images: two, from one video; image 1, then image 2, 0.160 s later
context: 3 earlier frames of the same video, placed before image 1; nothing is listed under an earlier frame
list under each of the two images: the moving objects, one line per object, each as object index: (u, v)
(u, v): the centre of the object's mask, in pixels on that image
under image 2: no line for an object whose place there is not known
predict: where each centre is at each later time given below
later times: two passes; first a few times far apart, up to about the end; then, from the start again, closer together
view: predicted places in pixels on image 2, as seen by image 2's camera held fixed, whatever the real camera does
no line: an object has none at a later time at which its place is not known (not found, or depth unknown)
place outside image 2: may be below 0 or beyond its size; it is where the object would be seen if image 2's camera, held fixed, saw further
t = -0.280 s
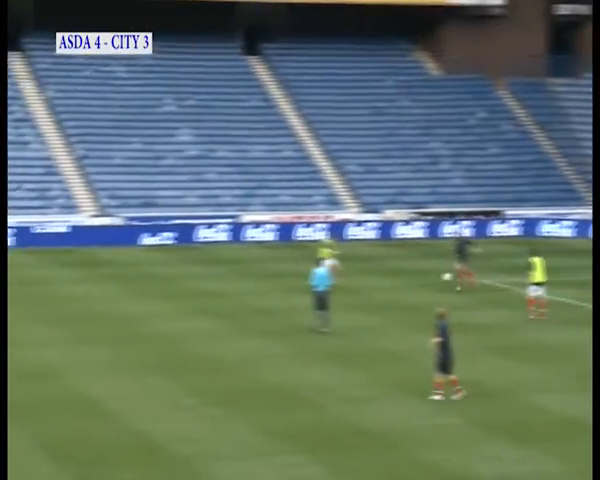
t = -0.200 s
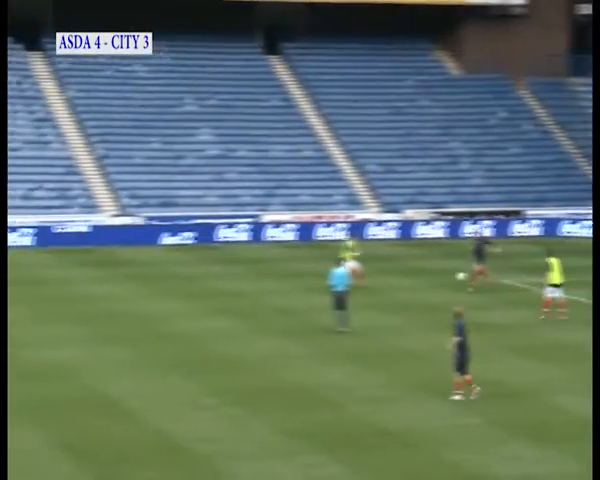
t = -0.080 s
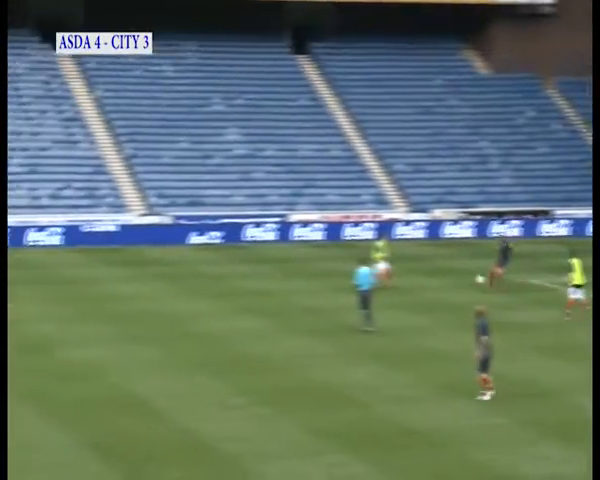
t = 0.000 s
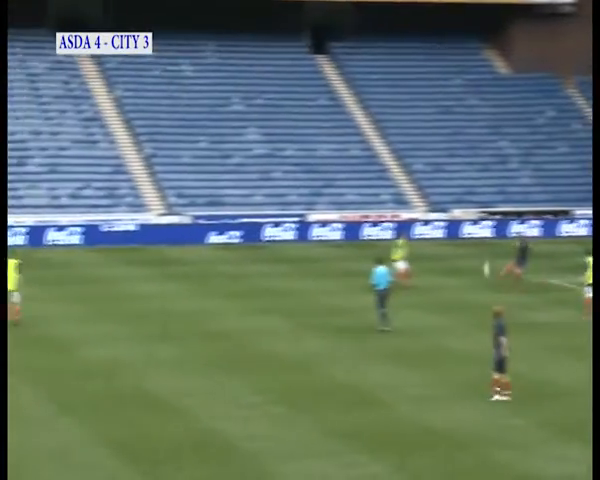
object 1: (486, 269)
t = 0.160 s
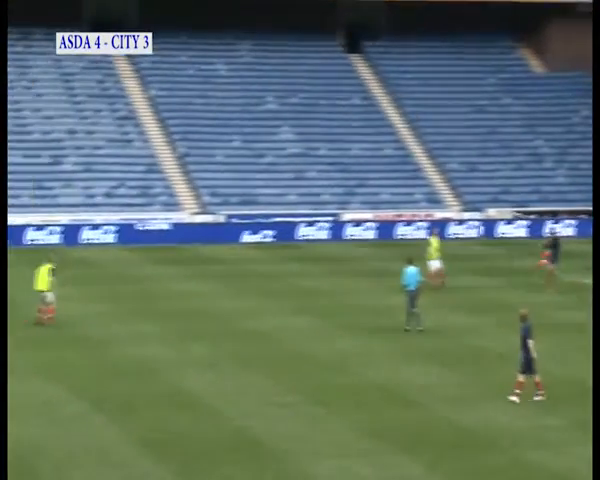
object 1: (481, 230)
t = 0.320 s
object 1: (439, 195)
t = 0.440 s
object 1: (407, 177)
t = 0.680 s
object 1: (341, 155)
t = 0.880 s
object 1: (282, 154)
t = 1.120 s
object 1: (209, 175)
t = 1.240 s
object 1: (171, 195)
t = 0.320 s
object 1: (439, 195)
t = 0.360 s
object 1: (429, 189)
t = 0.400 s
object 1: (417, 183)
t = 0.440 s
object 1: (407, 177)
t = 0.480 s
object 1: (396, 172)
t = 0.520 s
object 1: (385, 168)
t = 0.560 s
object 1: (374, 163)
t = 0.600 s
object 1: (363, 160)
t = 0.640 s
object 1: (352, 157)
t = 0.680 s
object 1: (341, 155)
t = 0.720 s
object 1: (329, 153)
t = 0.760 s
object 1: (318, 153)
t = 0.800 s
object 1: (306, 153)
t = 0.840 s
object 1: (295, 153)
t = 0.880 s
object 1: (282, 154)
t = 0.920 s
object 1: (271, 156)
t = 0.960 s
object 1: (259, 158)
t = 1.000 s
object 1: (246, 161)
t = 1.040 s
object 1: (234, 165)
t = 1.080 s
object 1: (221, 169)
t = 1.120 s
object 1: (209, 175)
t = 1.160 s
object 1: (196, 181)
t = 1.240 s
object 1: (171, 195)
